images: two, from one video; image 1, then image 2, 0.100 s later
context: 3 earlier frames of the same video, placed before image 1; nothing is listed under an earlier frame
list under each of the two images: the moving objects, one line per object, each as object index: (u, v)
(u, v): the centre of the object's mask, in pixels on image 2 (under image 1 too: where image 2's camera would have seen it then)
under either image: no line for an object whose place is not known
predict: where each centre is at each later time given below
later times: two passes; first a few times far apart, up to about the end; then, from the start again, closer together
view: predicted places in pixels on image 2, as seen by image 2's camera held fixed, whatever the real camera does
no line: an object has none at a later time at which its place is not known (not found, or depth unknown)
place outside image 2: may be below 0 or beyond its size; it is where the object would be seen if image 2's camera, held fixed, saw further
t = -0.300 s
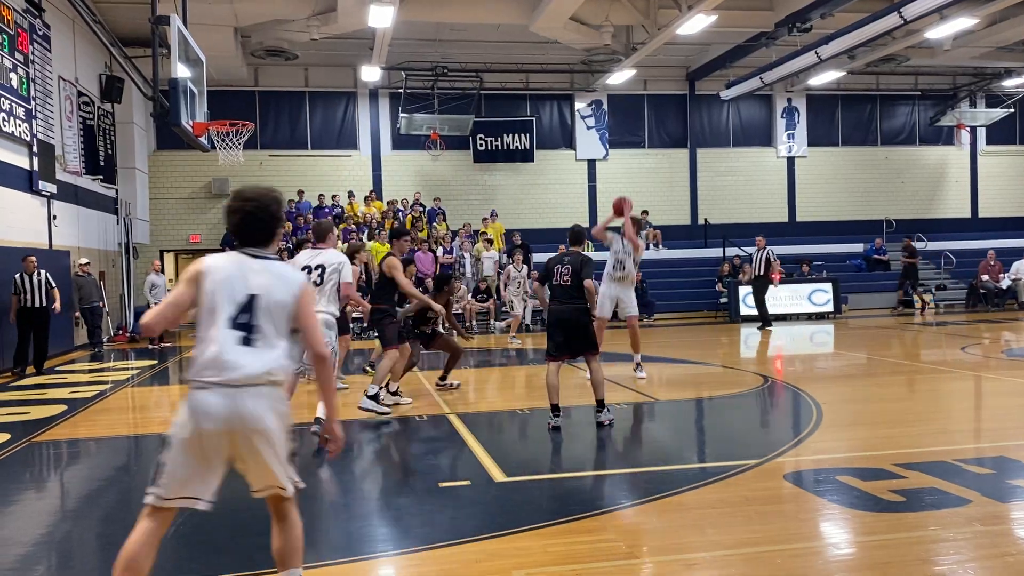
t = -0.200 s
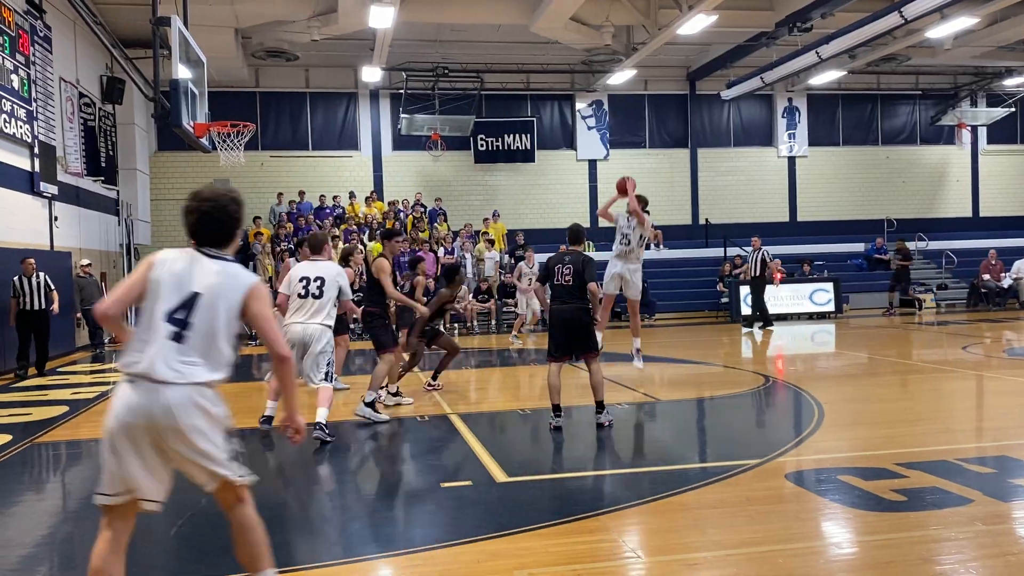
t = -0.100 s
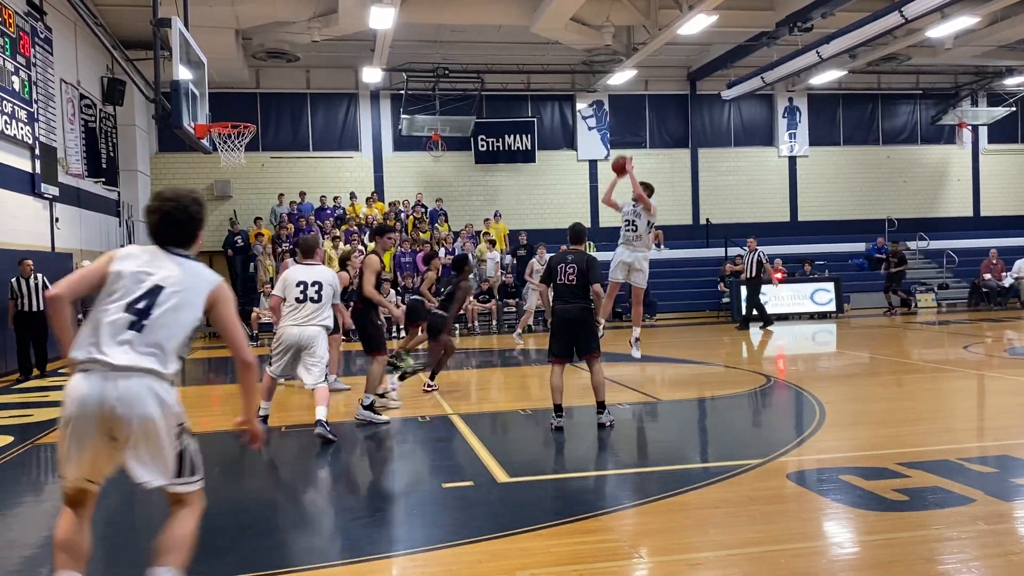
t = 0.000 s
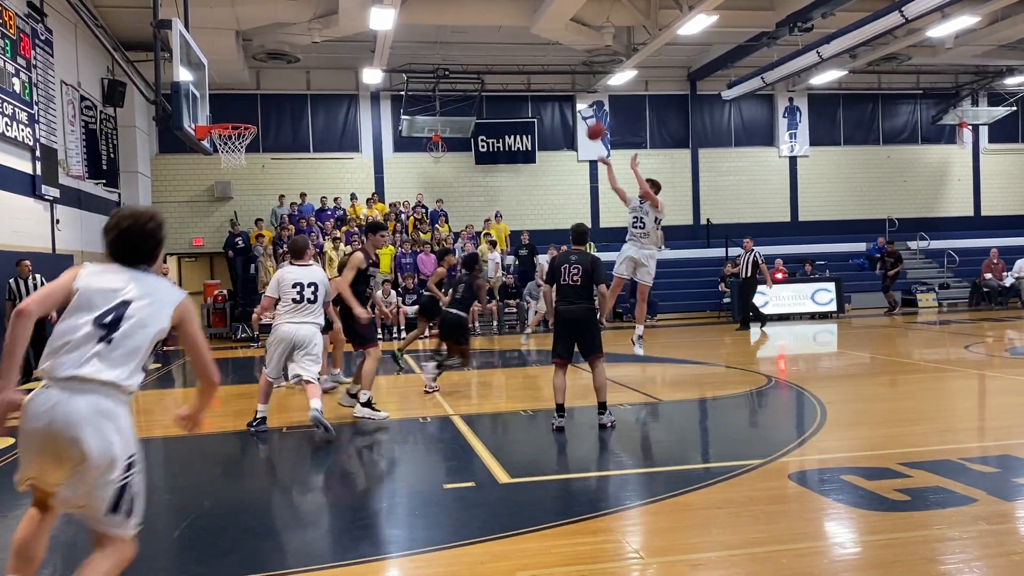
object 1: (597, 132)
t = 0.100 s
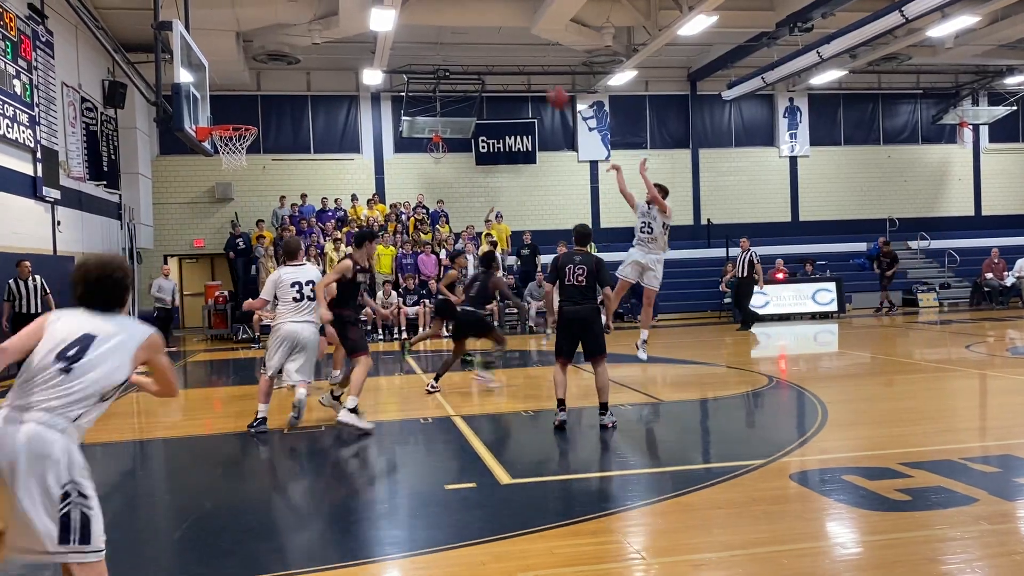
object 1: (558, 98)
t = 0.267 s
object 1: (493, 60)
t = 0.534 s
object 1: (391, 46)
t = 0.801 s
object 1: (287, 94)
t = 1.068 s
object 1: (239, 95)
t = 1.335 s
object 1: (217, 110)
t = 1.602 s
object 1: (215, 98)
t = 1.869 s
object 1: (236, 133)
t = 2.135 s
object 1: (243, 181)
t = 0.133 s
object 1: (545, 89)
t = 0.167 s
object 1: (531, 80)
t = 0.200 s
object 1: (519, 72)
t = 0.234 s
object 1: (505, 65)
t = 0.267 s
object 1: (493, 60)
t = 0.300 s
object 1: (480, 55)
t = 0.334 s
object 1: (467, 50)
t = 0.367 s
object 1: (455, 47)
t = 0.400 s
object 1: (442, 45)
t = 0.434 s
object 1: (429, 44)
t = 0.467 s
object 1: (416, 44)
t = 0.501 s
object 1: (404, 44)
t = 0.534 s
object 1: (391, 46)
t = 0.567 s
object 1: (377, 48)
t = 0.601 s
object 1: (365, 52)
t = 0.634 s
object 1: (352, 57)
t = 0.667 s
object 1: (339, 62)
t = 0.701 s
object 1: (326, 69)
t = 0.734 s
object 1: (313, 76)
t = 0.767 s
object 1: (301, 84)
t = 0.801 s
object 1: (287, 94)
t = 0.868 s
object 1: (261, 115)
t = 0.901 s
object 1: (254, 117)
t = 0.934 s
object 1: (251, 111)
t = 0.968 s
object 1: (248, 106)
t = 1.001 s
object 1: (245, 102)
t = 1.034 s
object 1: (242, 98)
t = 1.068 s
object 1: (239, 95)
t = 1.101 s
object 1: (236, 94)
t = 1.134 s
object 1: (233, 93)
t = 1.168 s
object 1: (230, 93)
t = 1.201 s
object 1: (227, 95)
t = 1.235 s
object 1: (225, 97)
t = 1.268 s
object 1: (222, 101)
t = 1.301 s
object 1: (219, 105)
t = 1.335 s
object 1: (217, 110)
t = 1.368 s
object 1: (214, 116)
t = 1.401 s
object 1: (211, 114)
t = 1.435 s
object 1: (208, 108)
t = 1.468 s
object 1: (207, 104)
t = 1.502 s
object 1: (209, 101)
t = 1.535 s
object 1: (211, 99)
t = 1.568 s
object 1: (213, 98)
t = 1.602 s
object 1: (215, 98)
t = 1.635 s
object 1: (218, 99)
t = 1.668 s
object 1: (221, 101)
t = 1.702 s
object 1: (223, 104)
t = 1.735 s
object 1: (226, 107)
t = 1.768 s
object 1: (228, 112)
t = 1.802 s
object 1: (231, 117)
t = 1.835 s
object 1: (234, 121)
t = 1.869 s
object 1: (236, 133)
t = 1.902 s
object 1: (239, 140)
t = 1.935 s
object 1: (241, 143)
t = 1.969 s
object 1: (241, 151)
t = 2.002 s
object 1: (240, 160)
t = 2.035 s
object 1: (242, 164)
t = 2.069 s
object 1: (242, 168)
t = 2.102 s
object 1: (242, 173)
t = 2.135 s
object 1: (243, 181)
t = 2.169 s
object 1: (243, 190)
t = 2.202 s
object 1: (244, 200)
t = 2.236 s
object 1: (244, 211)
